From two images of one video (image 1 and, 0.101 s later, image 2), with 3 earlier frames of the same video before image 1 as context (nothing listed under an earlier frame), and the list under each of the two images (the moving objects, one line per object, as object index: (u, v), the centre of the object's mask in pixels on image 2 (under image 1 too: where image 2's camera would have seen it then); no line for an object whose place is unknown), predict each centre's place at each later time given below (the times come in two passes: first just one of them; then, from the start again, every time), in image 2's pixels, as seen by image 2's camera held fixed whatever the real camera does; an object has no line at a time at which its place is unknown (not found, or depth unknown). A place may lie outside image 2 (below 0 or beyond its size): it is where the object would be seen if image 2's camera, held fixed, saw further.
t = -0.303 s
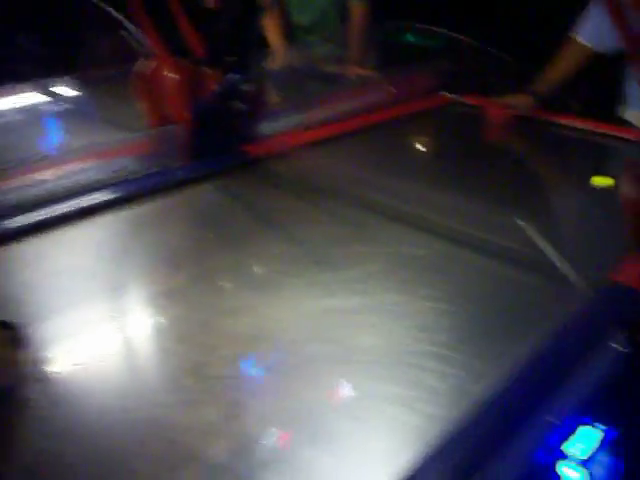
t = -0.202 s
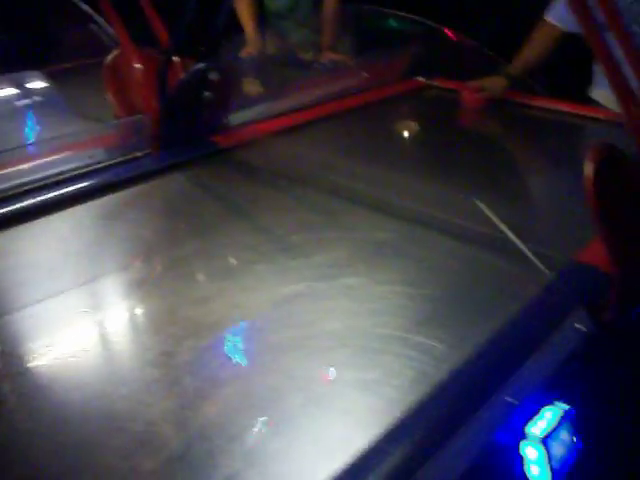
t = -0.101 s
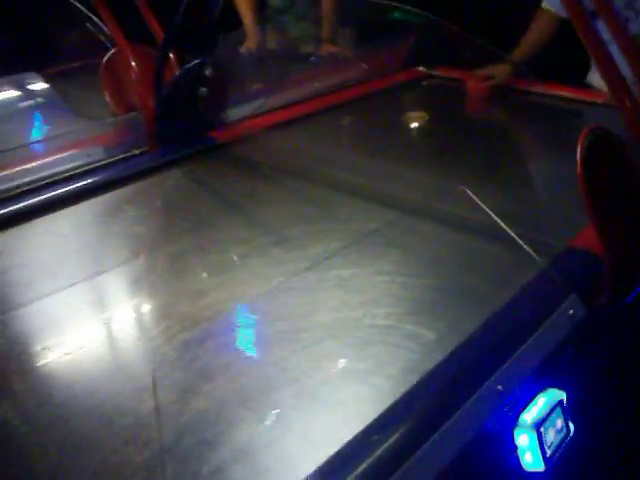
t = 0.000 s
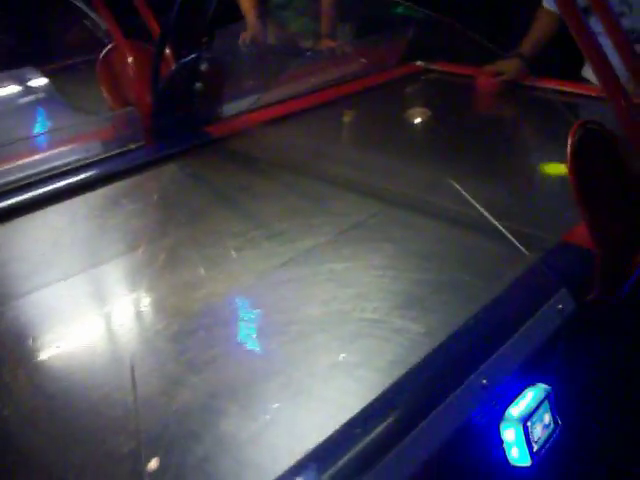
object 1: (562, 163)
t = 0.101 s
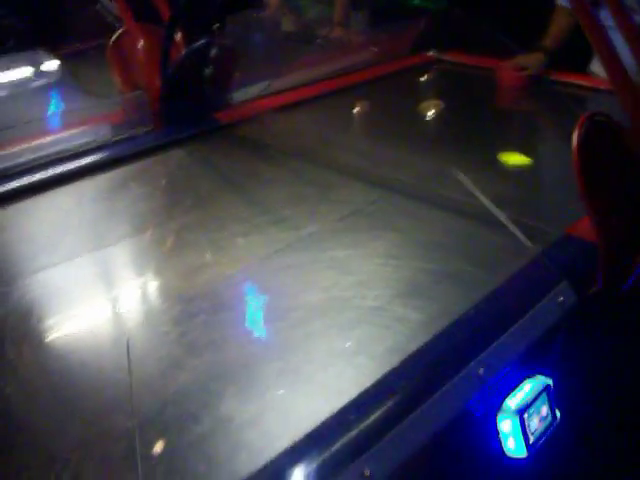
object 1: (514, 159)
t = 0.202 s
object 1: (467, 156)
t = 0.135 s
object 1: (497, 158)
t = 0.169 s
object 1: (482, 157)
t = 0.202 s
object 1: (467, 156)
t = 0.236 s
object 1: (452, 154)
